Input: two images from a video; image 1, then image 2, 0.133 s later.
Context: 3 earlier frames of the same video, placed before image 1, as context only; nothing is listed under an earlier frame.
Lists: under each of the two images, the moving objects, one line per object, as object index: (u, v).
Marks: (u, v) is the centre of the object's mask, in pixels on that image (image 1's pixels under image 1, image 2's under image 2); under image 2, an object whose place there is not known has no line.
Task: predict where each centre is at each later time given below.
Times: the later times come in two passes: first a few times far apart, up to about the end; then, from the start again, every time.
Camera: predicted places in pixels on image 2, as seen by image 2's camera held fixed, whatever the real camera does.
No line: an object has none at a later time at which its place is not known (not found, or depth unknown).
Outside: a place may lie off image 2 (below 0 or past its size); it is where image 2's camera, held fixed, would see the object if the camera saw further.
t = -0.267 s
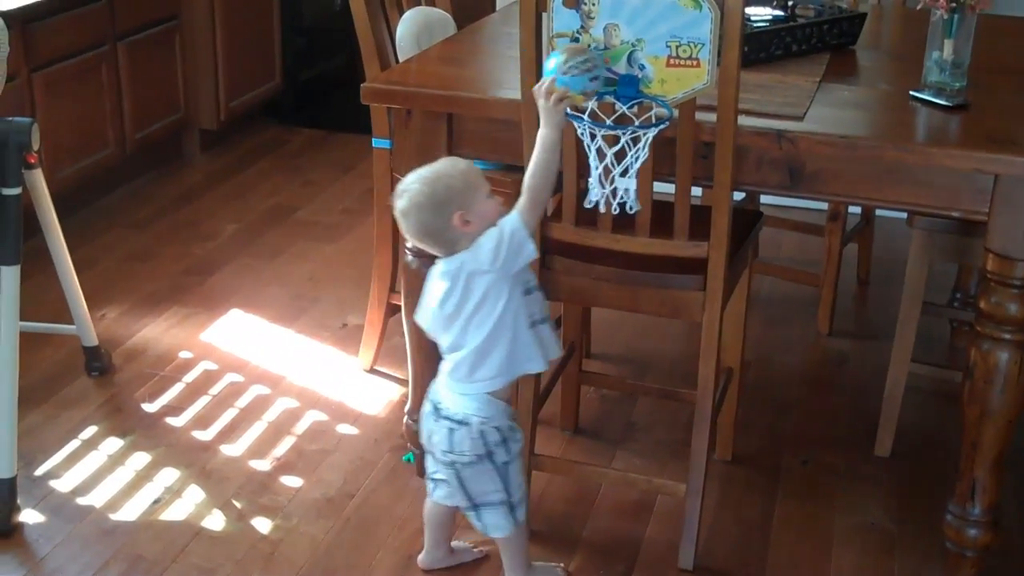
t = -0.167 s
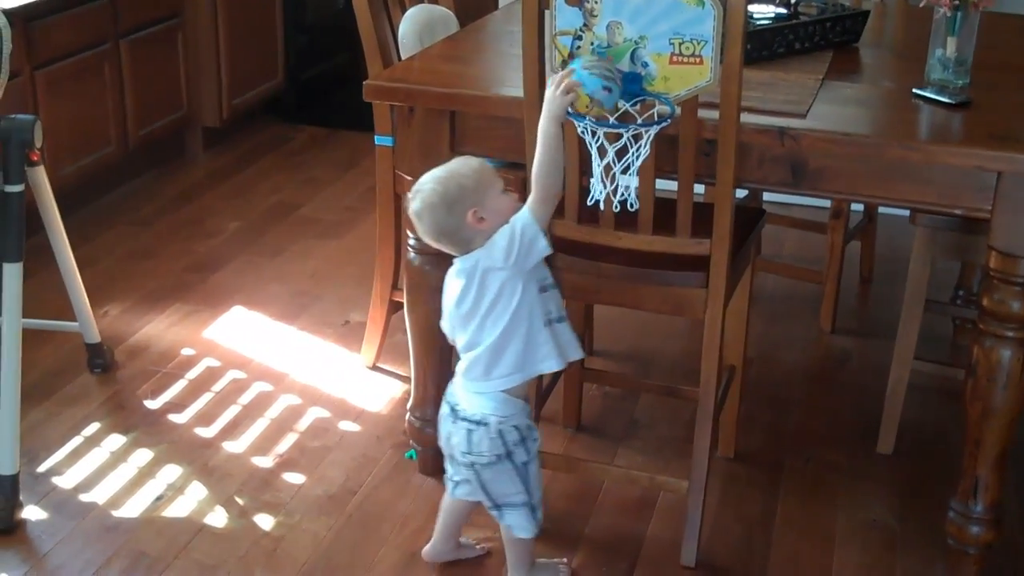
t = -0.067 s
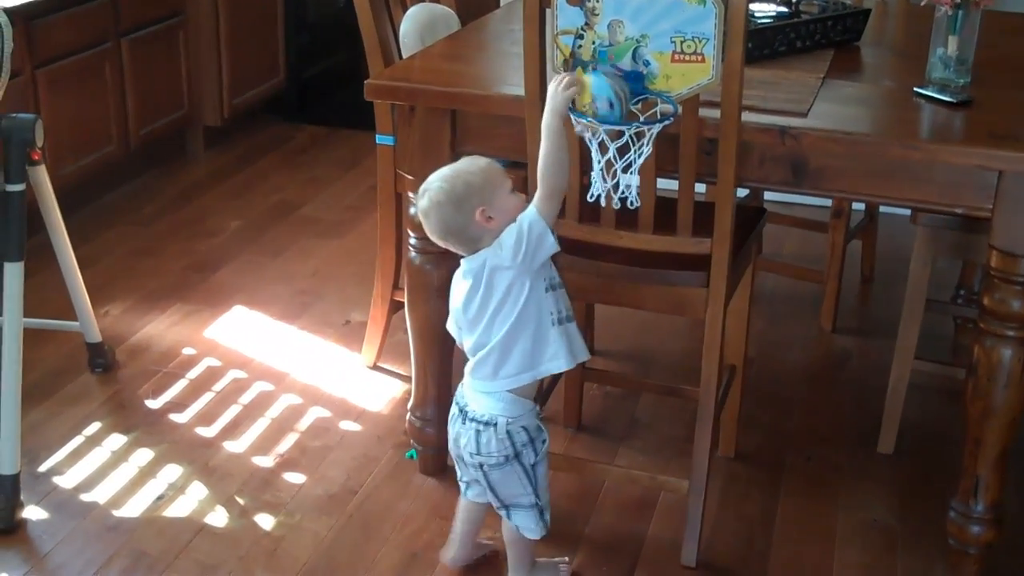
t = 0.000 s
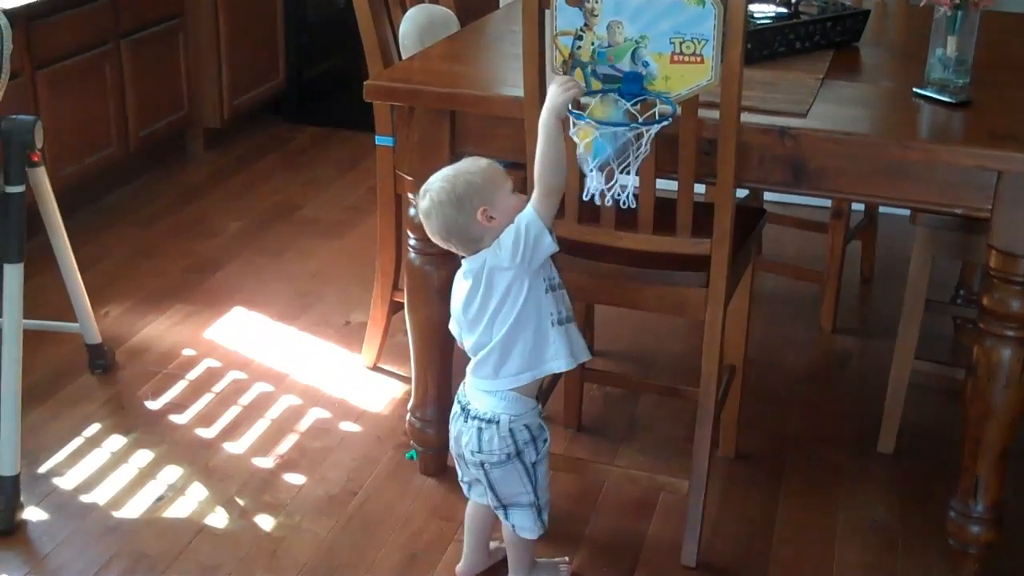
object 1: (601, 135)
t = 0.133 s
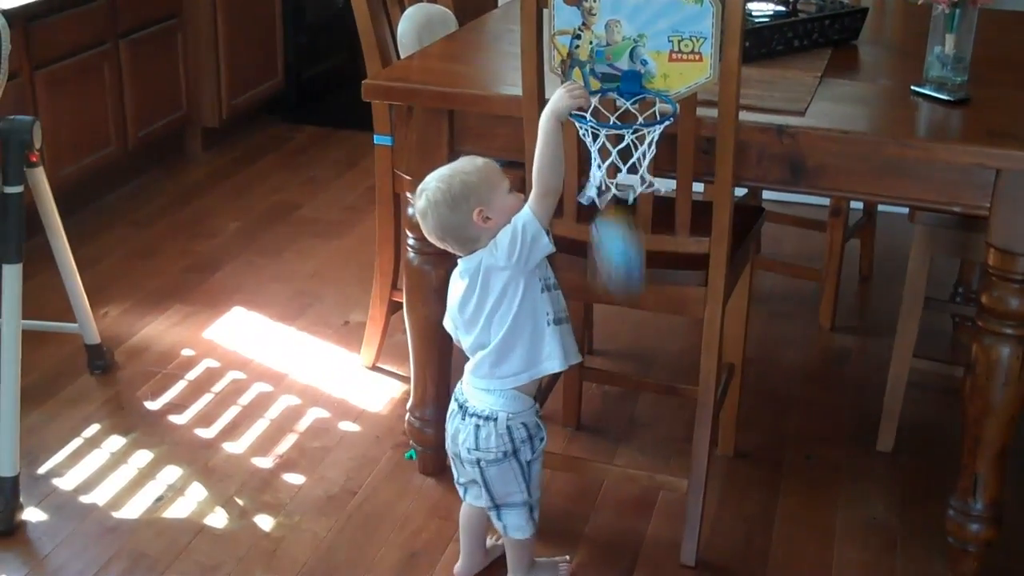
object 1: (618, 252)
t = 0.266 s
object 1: (622, 464)
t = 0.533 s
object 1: (656, 513)
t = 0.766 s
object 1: (688, 584)
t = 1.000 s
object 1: (727, 590)
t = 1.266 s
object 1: (763, 585)
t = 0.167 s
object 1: (619, 297)
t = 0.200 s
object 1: (619, 352)
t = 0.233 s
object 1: (622, 406)
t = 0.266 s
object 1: (622, 464)
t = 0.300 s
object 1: (620, 530)
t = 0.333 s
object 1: (617, 563)
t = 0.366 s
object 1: (626, 558)
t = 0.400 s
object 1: (632, 545)
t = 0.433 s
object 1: (639, 531)
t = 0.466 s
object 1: (645, 520)
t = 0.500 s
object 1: (650, 515)
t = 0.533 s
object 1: (656, 513)
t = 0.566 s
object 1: (661, 517)
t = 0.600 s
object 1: (665, 526)
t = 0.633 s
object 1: (670, 541)
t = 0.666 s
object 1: (674, 560)
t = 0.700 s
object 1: (678, 578)
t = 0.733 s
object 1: (683, 588)
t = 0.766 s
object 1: (688, 584)
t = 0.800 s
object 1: (694, 578)
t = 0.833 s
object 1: (700, 577)
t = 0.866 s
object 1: (705, 581)
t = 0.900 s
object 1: (710, 590)
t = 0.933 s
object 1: (714, 591)
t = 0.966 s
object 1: (720, 589)
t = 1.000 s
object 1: (727, 590)
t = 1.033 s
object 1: (732, 589)
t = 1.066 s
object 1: (738, 589)
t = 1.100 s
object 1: (743, 588)
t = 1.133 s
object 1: (748, 587)
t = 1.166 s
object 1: (752, 585)
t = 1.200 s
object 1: (756, 585)
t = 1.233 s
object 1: (760, 585)
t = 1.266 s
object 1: (763, 585)
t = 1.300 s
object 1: (766, 584)
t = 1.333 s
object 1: (769, 584)
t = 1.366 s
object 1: (771, 583)
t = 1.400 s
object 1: (773, 583)
